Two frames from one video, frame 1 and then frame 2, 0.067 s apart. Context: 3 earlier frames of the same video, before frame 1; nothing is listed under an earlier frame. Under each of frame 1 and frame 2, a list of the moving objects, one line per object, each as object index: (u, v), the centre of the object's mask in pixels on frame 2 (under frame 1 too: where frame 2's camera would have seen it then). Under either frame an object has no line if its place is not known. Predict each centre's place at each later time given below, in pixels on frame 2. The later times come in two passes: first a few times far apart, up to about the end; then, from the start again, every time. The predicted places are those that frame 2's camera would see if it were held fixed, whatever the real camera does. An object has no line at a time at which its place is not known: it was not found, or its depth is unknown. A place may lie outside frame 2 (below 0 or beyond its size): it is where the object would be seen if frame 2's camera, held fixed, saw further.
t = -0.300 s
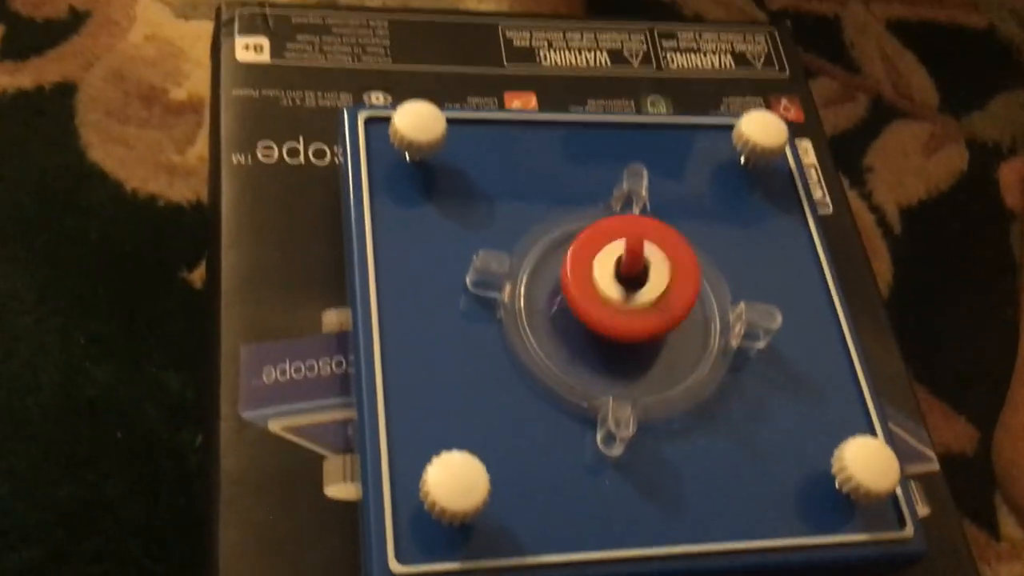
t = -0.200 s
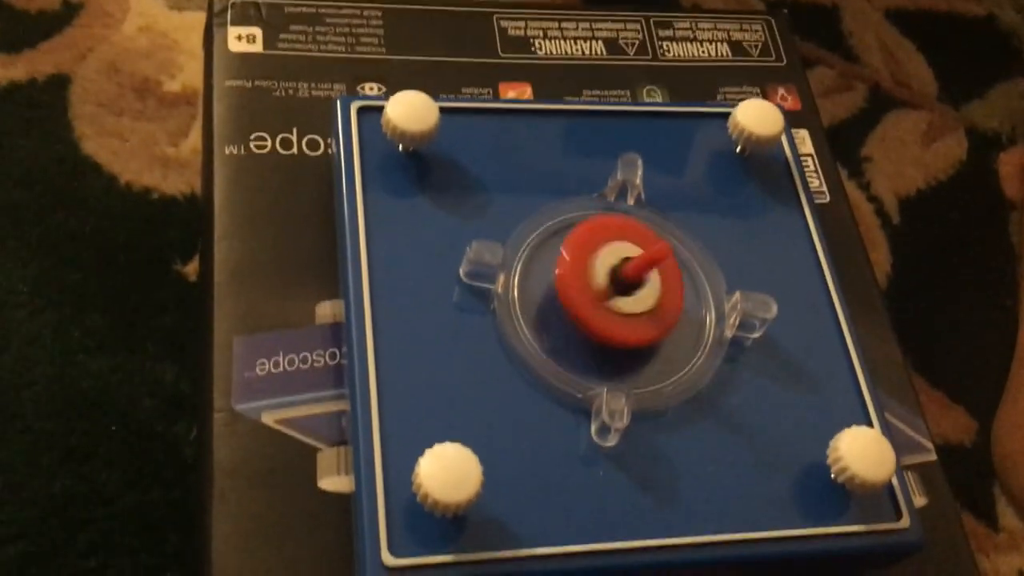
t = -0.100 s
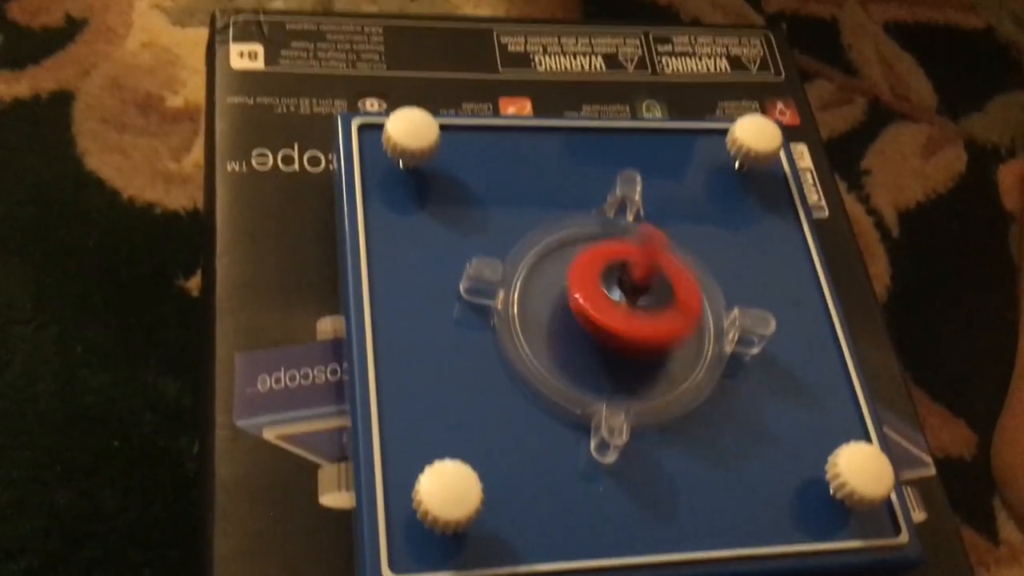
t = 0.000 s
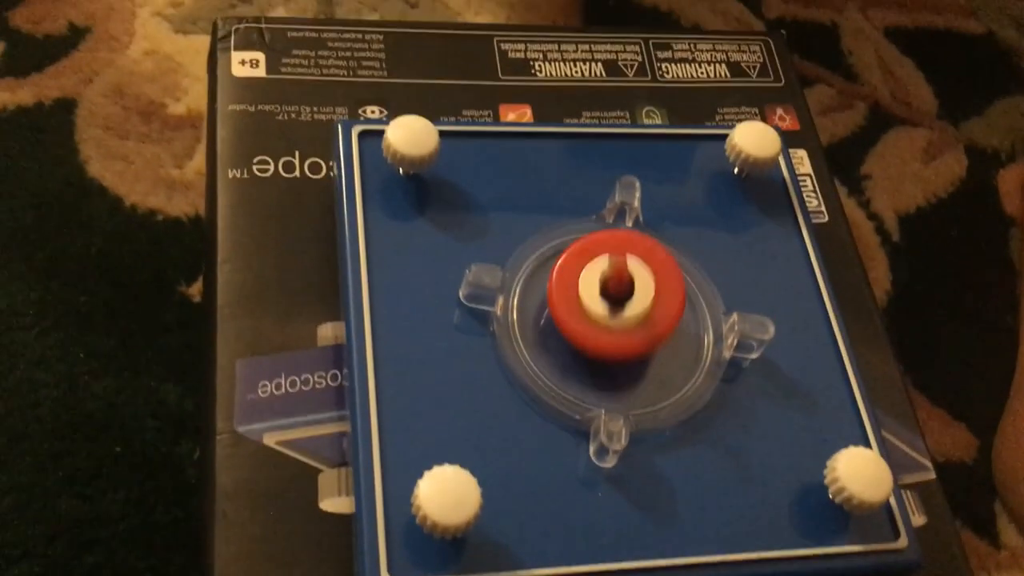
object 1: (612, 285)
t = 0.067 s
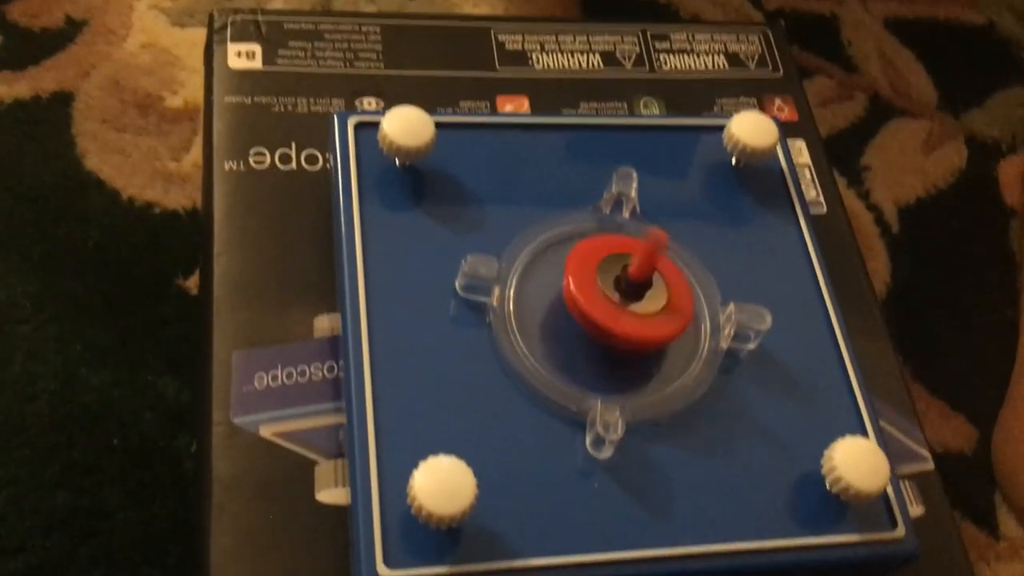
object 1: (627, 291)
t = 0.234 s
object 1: (622, 293)
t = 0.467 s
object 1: (622, 286)
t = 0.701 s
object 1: (619, 290)
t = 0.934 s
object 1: (621, 287)
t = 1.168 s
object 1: (619, 288)
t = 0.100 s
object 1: (621, 297)
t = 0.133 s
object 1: (614, 291)
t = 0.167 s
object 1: (617, 285)
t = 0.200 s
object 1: (624, 288)
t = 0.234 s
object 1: (622, 293)
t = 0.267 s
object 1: (617, 291)
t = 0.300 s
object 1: (619, 287)
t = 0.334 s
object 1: (623, 289)
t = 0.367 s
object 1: (622, 292)
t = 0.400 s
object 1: (618, 290)
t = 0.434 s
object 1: (619, 286)
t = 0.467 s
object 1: (622, 286)
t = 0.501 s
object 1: (623, 289)
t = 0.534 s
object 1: (620, 290)
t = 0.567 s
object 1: (617, 288)
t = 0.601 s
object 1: (619, 286)
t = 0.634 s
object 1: (622, 287)
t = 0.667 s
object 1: (621, 290)
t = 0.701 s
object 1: (619, 290)
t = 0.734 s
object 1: (619, 287)
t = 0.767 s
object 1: (621, 287)
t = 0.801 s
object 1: (622, 289)
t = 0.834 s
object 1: (620, 290)
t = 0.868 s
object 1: (618, 288)
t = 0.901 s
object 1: (619, 287)
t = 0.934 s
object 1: (621, 287)
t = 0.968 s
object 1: (621, 289)
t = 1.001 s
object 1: (619, 290)
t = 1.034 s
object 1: (619, 288)
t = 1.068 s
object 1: (621, 287)
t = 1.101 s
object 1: (622, 289)
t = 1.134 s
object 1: (620, 290)
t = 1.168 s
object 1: (619, 288)
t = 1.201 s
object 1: (621, 287)
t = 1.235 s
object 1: (622, 287)
